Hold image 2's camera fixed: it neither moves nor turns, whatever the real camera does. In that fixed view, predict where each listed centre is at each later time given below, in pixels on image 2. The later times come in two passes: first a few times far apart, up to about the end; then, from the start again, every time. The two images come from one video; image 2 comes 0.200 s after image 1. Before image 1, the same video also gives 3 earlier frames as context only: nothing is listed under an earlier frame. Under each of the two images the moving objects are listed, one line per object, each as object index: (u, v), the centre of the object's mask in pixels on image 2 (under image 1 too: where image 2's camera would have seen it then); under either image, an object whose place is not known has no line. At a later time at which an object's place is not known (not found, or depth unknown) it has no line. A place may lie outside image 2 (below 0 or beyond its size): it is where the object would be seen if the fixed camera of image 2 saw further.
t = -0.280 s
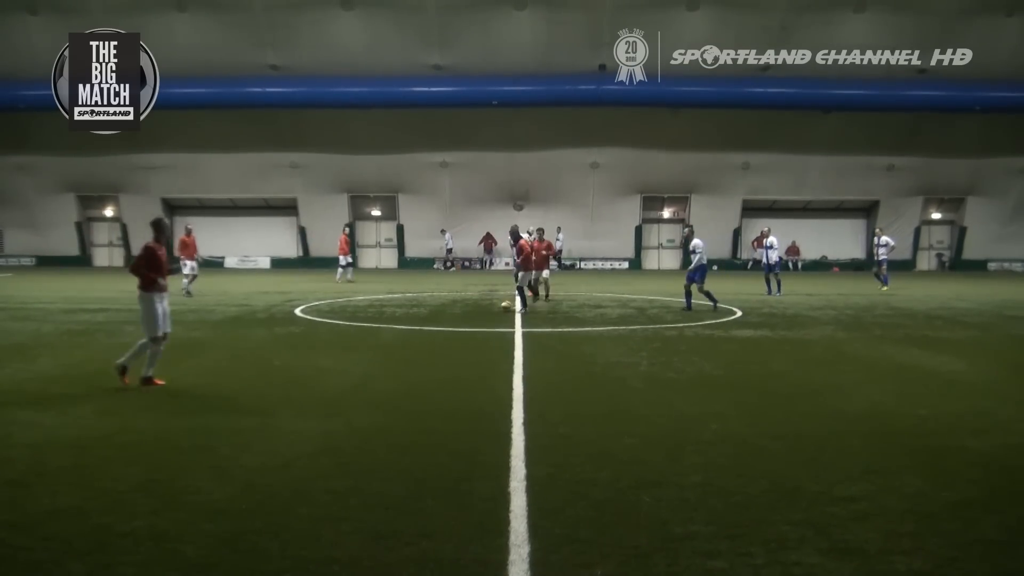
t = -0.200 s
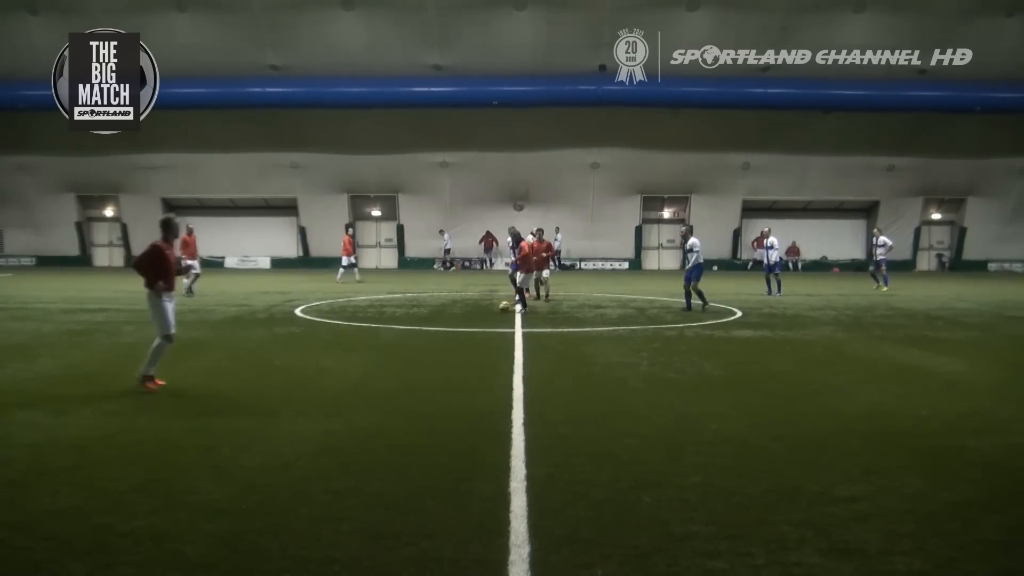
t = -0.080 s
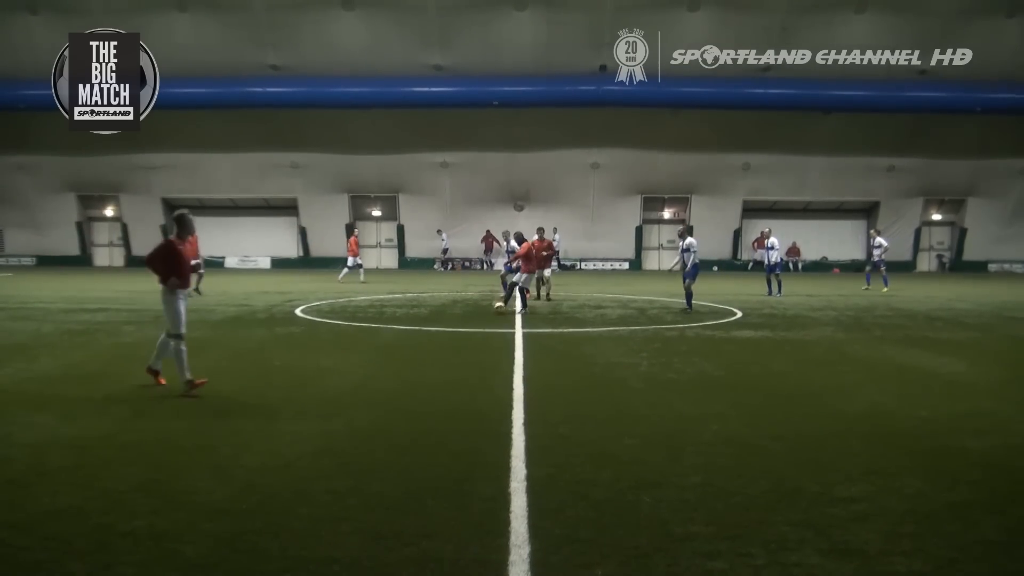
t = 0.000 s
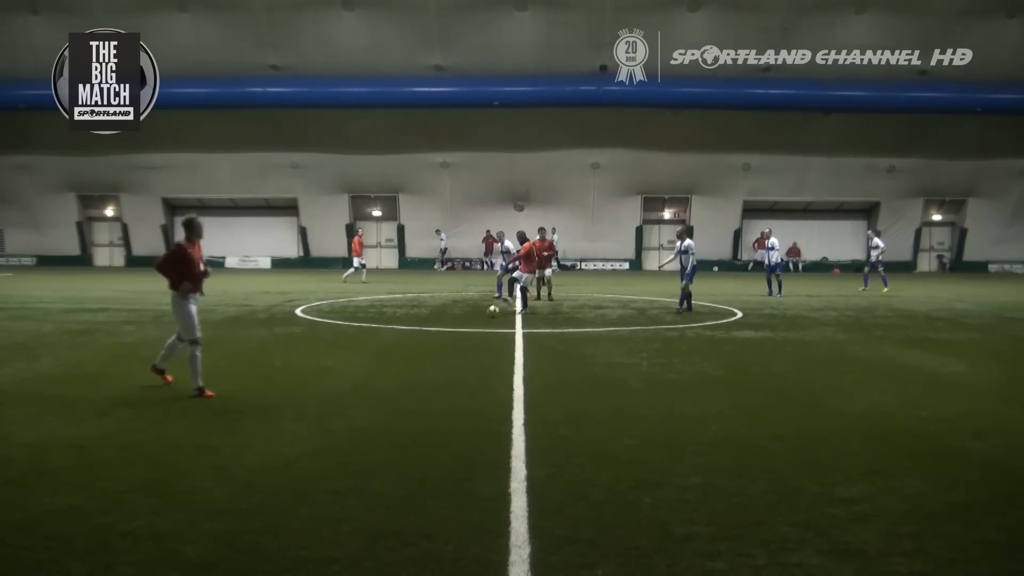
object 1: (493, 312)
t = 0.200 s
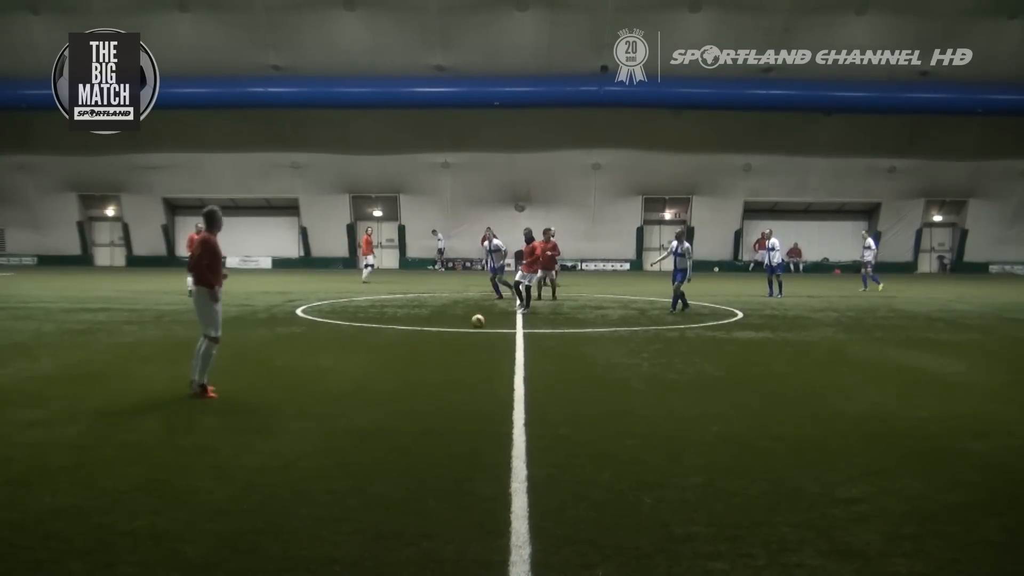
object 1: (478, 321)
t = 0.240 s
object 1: (475, 322)
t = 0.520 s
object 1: (455, 336)
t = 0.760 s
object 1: (436, 347)
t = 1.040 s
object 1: (412, 362)
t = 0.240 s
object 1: (475, 322)
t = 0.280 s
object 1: (472, 322)
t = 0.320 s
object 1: (469, 326)
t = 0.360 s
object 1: (466, 329)
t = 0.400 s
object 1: (463, 330)
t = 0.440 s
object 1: (461, 331)
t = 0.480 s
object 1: (458, 333)
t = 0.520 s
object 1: (455, 336)
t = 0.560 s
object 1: (452, 337)
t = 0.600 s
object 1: (449, 337)
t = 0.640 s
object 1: (446, 339)
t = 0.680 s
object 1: (443, 343)
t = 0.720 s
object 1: (440, 345)
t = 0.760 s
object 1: (436, 347)
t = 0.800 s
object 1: (434, 349)
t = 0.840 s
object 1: (430, 351)
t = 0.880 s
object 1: (427, 353)
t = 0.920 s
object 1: (424, 355)
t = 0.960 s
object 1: (420, 358)
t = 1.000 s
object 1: (416, 360)
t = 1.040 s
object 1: (412, 362)
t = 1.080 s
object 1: (408, 364)
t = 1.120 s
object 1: (403, 367)
